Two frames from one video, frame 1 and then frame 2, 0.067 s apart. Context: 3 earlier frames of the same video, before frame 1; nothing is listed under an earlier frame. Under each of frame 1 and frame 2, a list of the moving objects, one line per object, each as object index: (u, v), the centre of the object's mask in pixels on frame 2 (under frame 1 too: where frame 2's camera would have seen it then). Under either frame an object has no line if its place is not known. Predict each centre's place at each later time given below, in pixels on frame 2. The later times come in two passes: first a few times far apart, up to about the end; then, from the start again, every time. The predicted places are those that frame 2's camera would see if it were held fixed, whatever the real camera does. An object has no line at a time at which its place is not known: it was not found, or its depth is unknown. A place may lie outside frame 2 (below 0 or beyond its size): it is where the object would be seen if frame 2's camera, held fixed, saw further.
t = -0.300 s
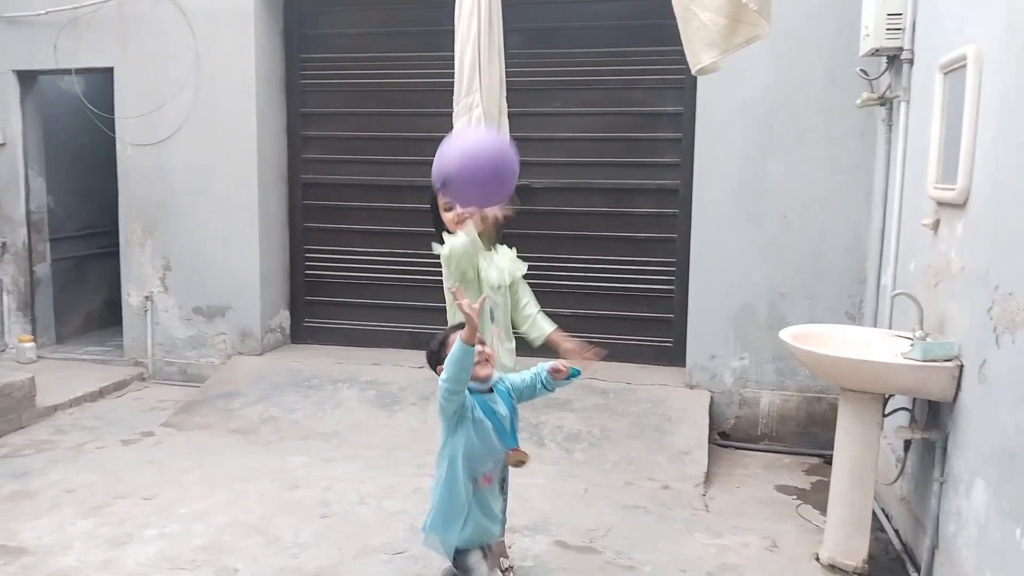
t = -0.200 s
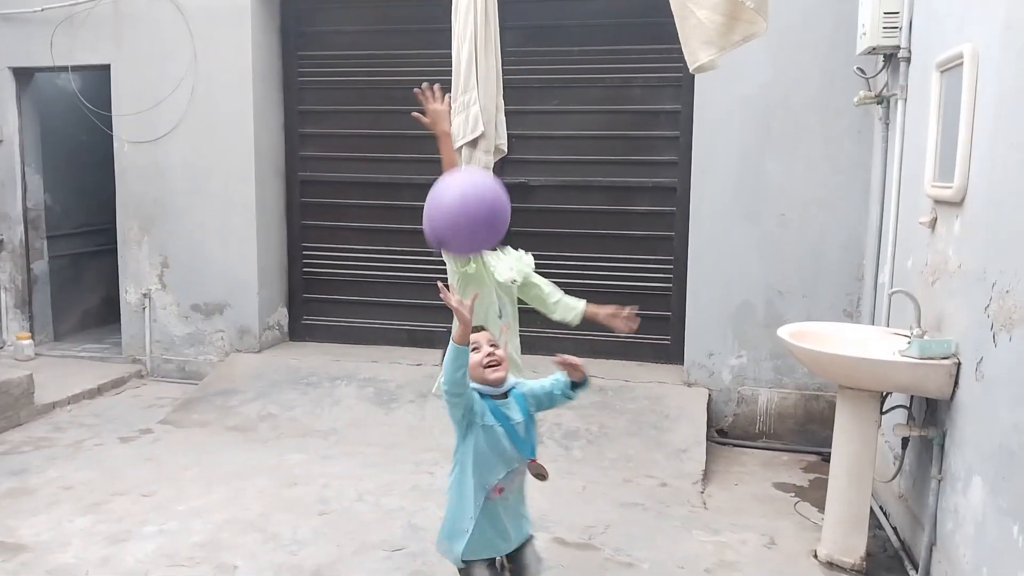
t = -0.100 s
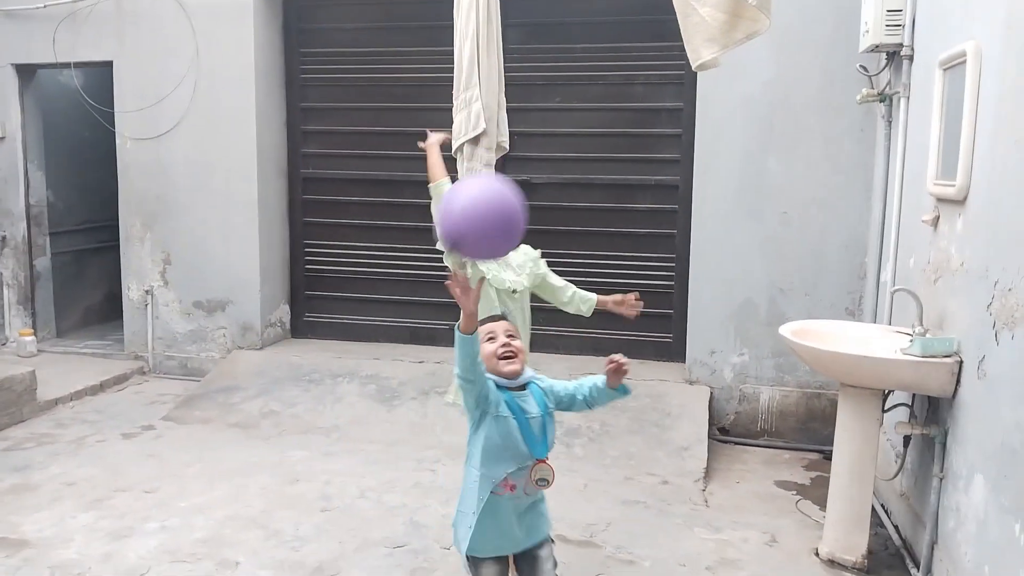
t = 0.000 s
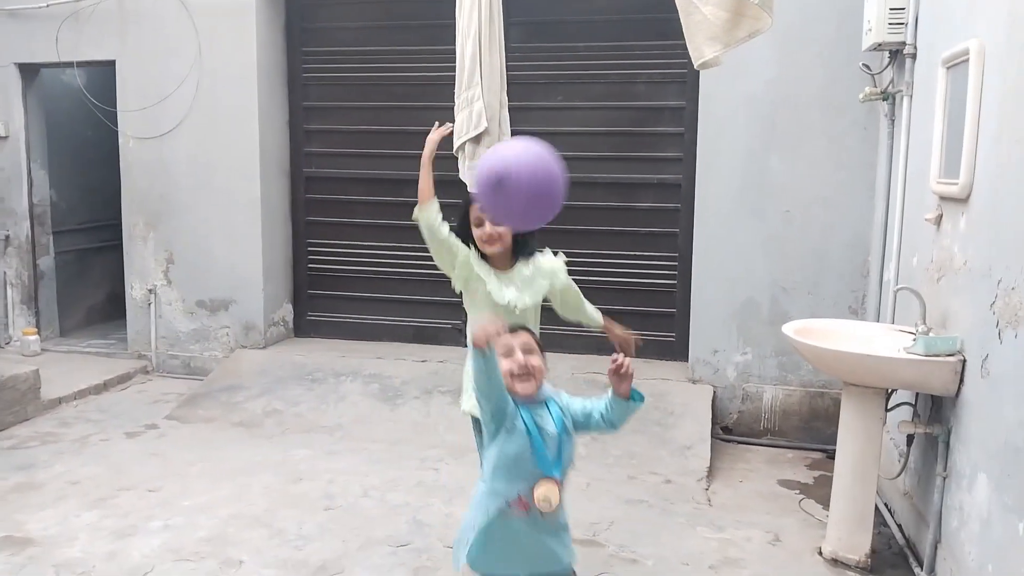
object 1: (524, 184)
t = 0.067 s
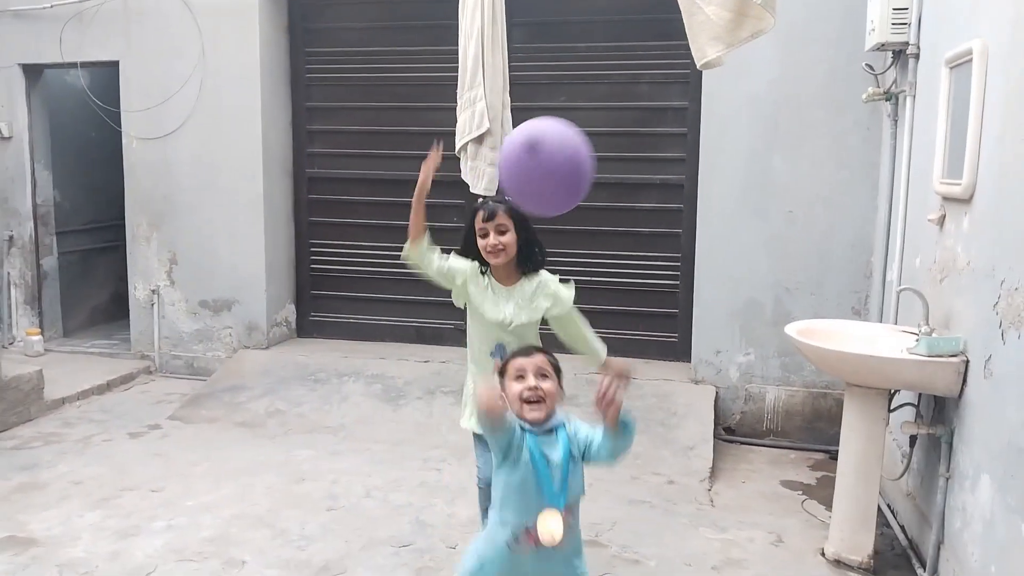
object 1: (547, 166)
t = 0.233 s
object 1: (604, 135)
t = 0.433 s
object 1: (674, 135)
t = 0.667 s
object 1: (753, 192)
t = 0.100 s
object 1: (557, 159)
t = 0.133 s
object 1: (568, 151)
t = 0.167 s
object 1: (580, 145)
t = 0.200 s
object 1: (592, 140)
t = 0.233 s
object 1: (604, 135)
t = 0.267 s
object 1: (616, 132)
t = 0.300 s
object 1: (628, 130)
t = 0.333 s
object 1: (640, 129)
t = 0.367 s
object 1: (651, 130)
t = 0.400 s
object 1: (662, 131)
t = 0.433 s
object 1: (674, 135)
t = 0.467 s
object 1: (686, 138)
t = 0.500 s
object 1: (698, 144)
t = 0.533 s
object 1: (708, 151)
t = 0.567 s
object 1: (718, 159)
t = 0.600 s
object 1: (731, 168)
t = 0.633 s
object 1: (743, 180)
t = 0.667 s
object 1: (753, 192)
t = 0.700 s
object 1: (762, 206)
